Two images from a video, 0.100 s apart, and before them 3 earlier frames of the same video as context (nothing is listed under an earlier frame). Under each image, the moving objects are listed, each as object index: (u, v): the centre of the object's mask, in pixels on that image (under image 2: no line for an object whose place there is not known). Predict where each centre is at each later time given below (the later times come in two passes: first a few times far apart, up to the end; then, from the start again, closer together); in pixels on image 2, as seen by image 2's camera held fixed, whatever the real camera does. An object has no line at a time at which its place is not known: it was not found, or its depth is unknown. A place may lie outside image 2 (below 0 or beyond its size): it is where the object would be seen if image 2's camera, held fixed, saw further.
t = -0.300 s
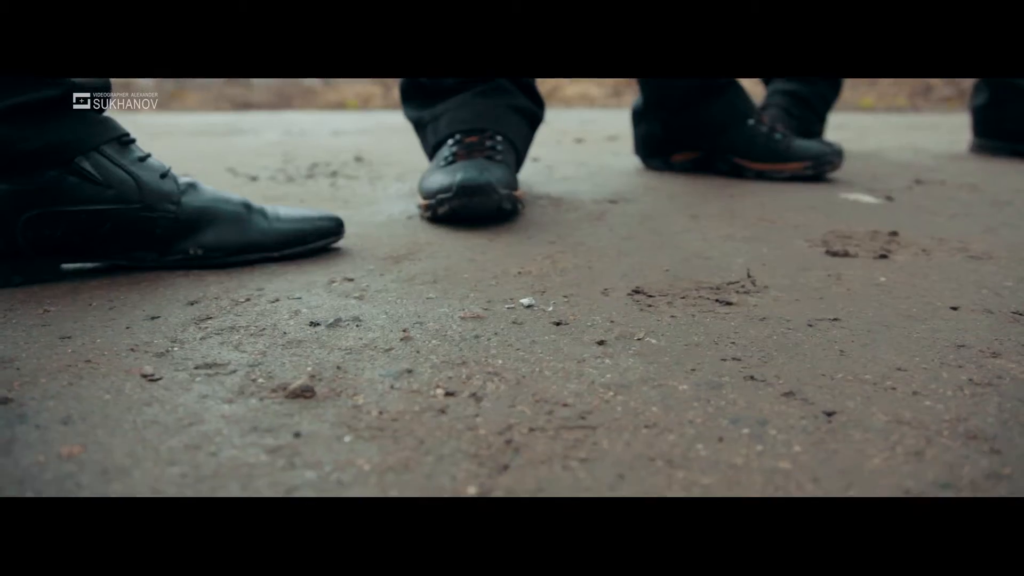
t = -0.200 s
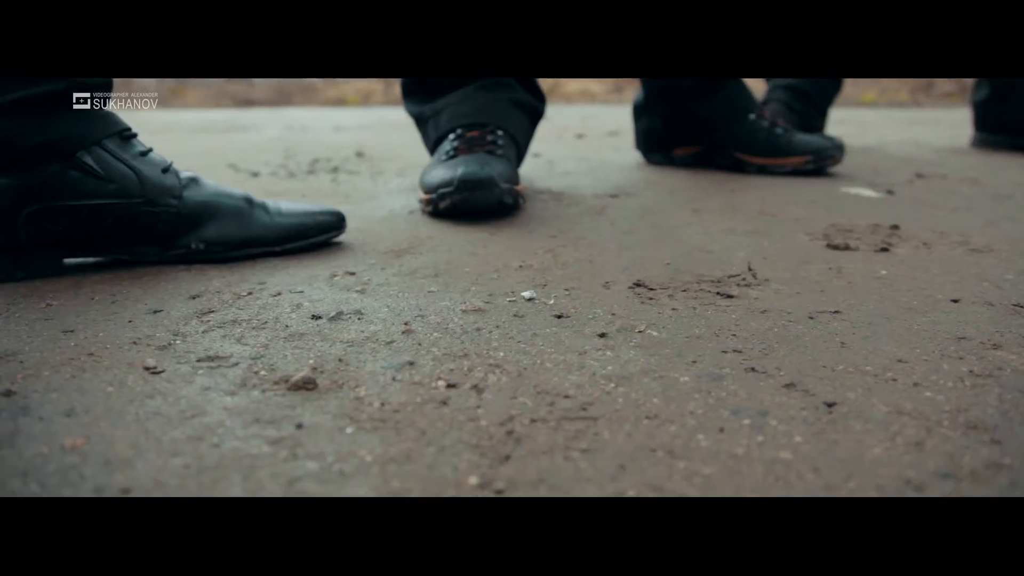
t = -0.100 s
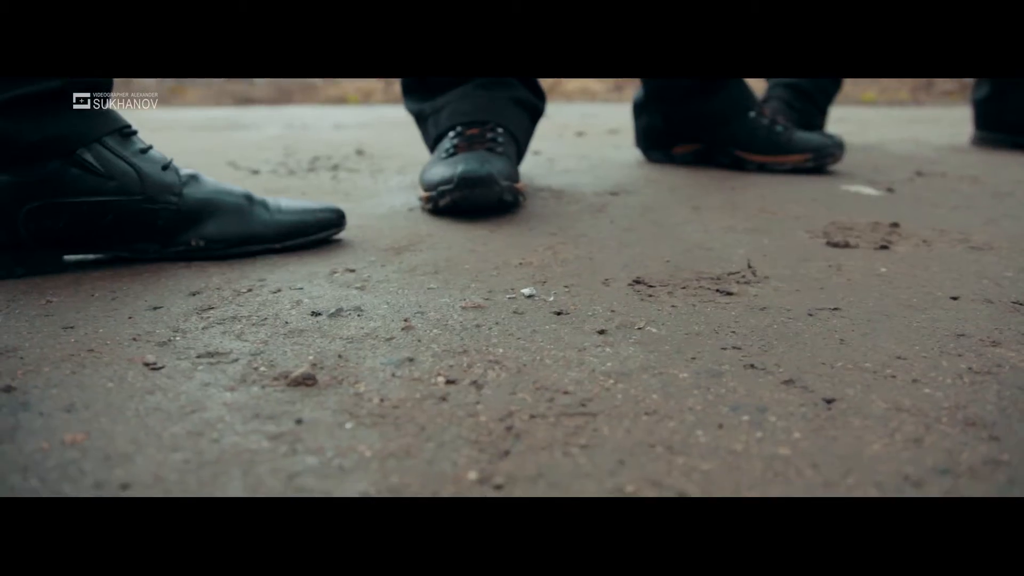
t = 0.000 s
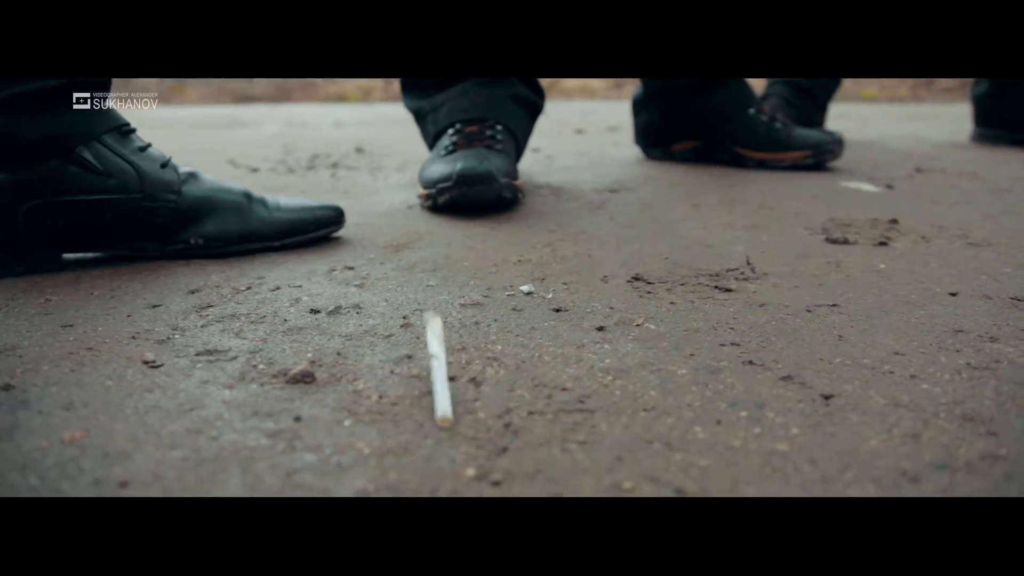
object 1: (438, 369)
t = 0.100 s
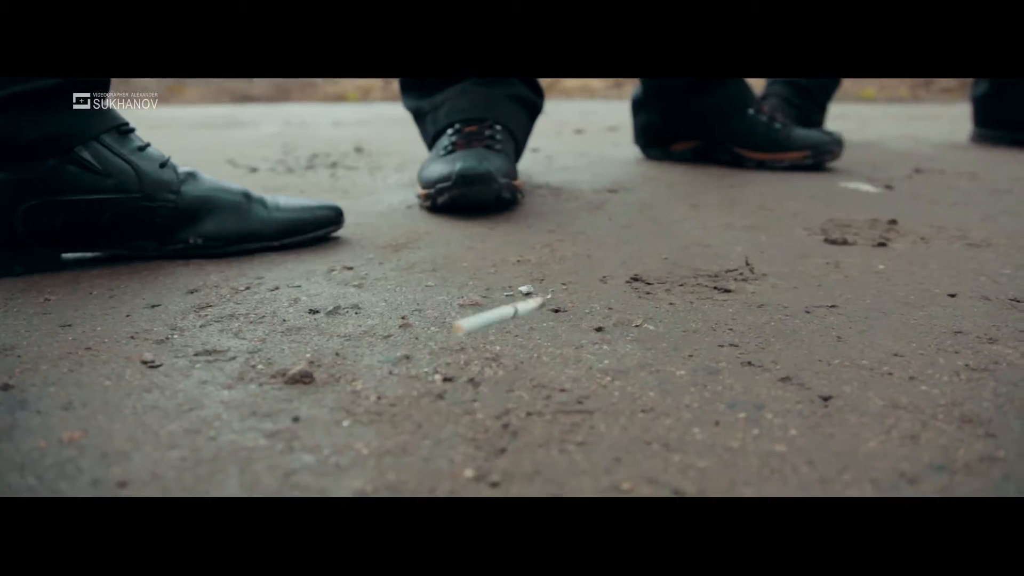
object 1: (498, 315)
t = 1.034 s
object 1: (579, 407)
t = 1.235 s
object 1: (580, 407)
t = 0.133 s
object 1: (522, 340)
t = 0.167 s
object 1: (546, 379)
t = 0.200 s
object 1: (558, 377)
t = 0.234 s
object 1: (577, 398)
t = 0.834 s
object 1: (579, 407)
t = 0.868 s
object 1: (579, 407)
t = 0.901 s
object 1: (579, 407)
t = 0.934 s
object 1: (579, 407)
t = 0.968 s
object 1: (579, 407)
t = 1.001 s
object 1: (579, 407)
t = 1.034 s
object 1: (579, 407)
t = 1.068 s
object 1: (579, 407)
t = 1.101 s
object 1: (579, 407)
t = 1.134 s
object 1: (578, 407)
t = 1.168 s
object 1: (579, 407)
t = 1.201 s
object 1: (579, 407)
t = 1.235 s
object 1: (580, 407)
